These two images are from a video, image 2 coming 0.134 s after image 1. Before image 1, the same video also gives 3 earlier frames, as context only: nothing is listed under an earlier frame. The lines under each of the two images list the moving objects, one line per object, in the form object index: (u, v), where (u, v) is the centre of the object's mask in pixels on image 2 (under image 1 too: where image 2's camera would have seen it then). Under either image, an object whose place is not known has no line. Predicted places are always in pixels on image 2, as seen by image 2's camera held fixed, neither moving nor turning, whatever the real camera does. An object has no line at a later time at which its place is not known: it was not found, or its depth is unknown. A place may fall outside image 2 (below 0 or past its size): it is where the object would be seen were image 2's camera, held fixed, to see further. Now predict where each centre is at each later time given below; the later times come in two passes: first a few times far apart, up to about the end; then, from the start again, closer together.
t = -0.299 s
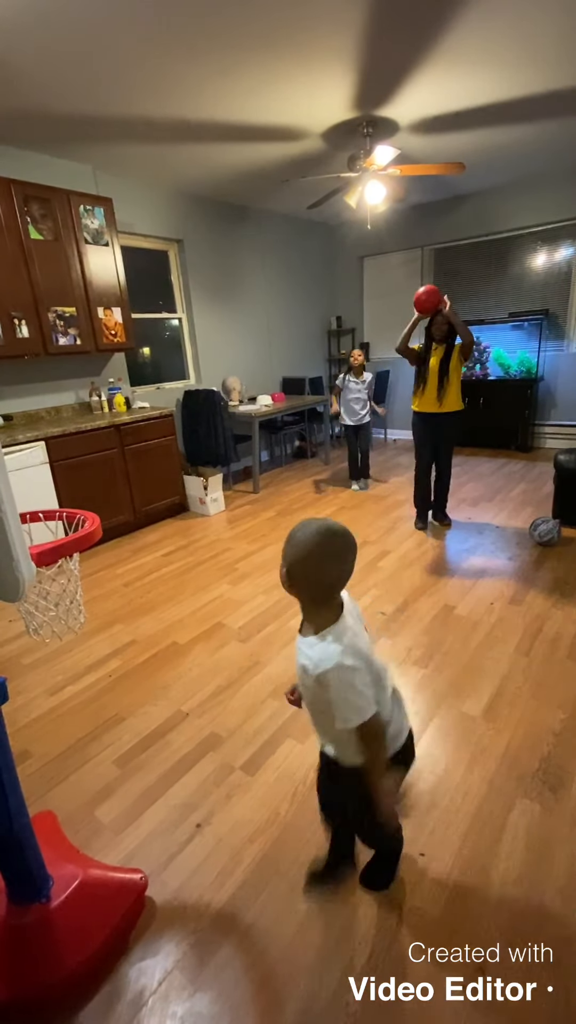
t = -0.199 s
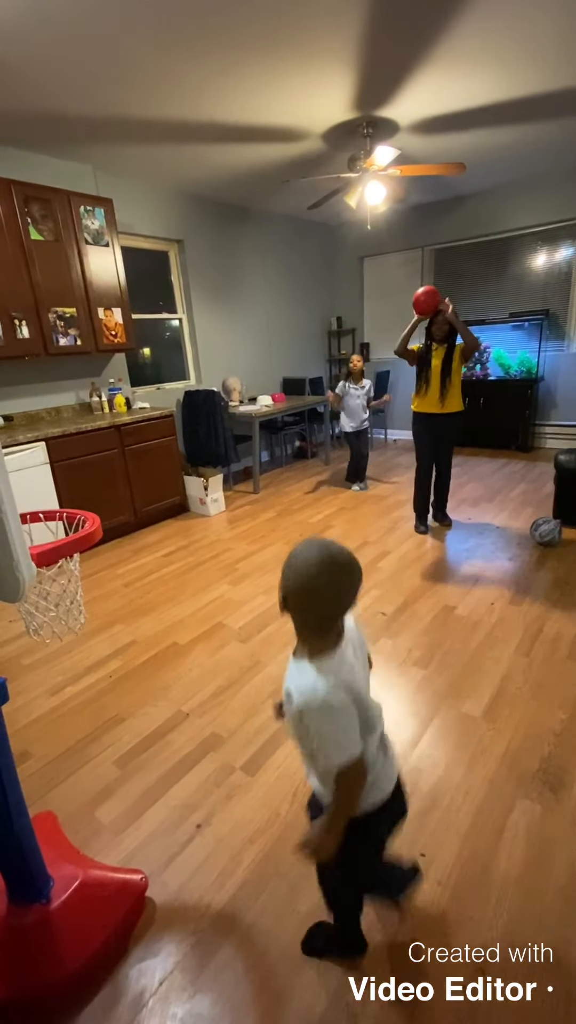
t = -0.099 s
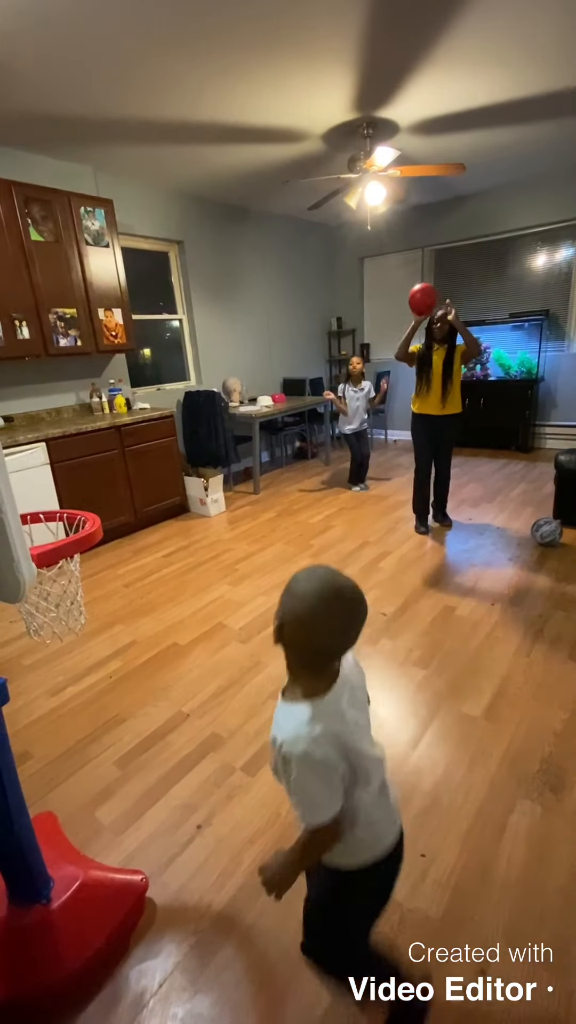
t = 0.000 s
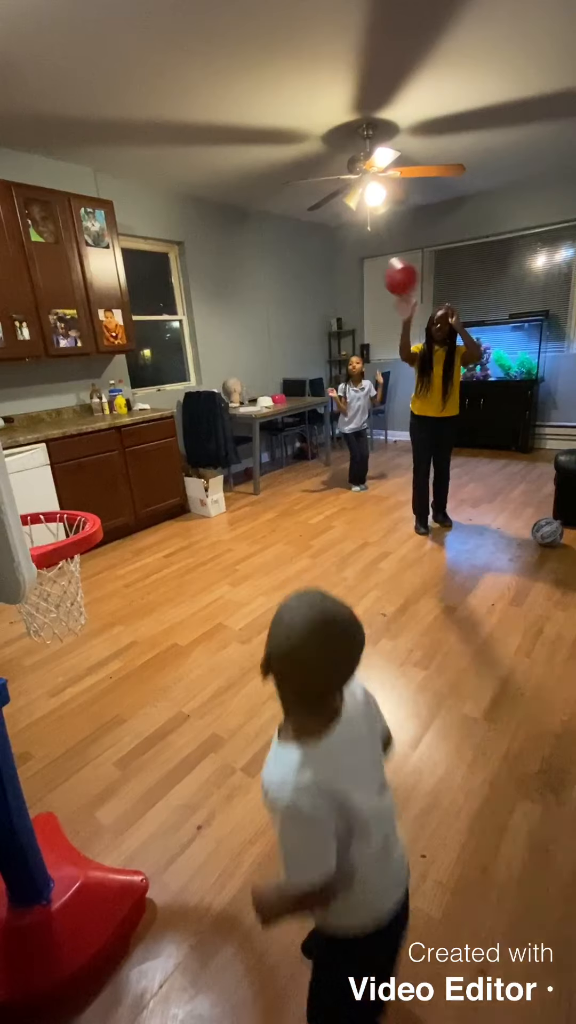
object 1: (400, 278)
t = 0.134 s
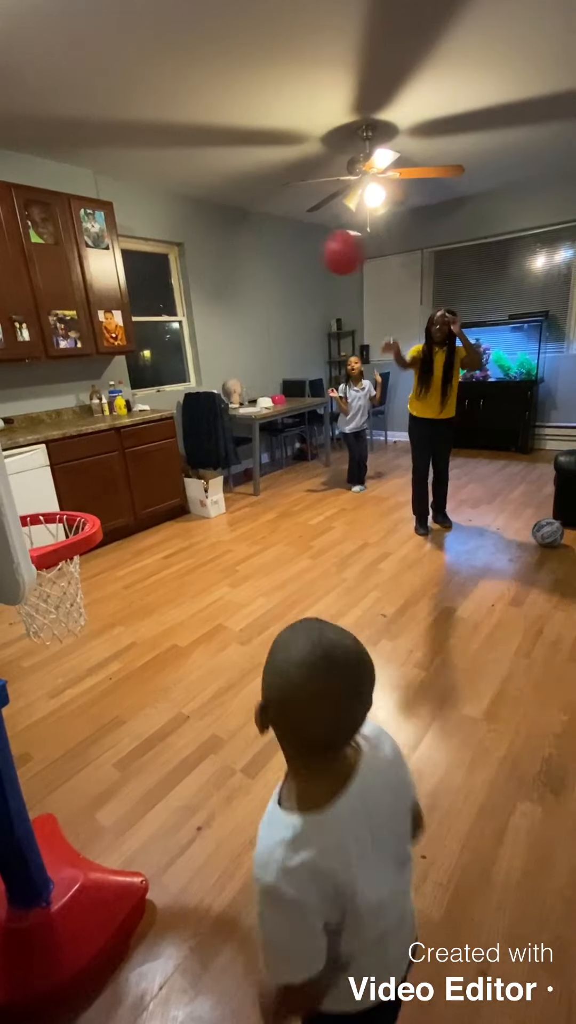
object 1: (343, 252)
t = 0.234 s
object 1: (281, 258)
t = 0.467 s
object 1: (24, 456)
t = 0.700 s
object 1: (25, 638)
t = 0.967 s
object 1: (140, 752)
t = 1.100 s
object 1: (178, 736)
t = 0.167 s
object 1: (325, 252)
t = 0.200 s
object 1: (304, 253)
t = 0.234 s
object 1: (281, 258)
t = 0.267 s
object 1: (255, 267)
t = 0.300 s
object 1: (226, 281)
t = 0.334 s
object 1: (193, 297)
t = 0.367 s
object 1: (154, 325)
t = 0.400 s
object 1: (110, 359)
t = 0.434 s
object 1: (60, 404)
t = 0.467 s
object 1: (24, 456)
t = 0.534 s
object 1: (27, 522)
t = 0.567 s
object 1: (27, 532)
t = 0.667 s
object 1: (27, 619)
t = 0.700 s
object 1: (25, 638)
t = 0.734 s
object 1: (31, 649)
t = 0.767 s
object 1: (41, 658)
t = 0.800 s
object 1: (58, 668)
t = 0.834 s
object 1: (75, 681)
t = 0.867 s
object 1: (92, 696)
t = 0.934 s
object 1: (124, 732)
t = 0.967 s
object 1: (140, 752)
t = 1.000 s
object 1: (152, 772)
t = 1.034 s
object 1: (166, 787)
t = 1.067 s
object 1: (172, 757)
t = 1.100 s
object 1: (178, 736)
